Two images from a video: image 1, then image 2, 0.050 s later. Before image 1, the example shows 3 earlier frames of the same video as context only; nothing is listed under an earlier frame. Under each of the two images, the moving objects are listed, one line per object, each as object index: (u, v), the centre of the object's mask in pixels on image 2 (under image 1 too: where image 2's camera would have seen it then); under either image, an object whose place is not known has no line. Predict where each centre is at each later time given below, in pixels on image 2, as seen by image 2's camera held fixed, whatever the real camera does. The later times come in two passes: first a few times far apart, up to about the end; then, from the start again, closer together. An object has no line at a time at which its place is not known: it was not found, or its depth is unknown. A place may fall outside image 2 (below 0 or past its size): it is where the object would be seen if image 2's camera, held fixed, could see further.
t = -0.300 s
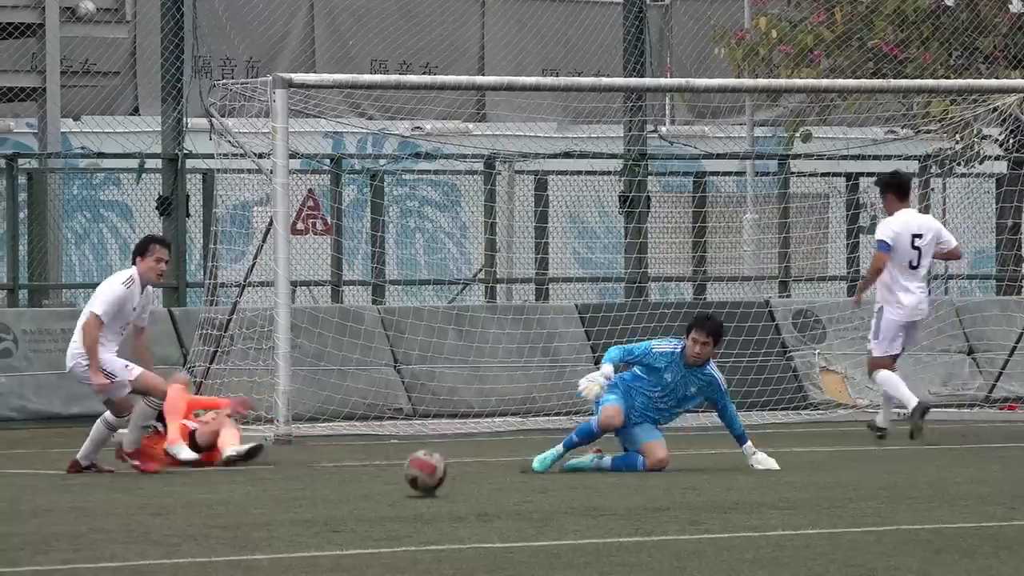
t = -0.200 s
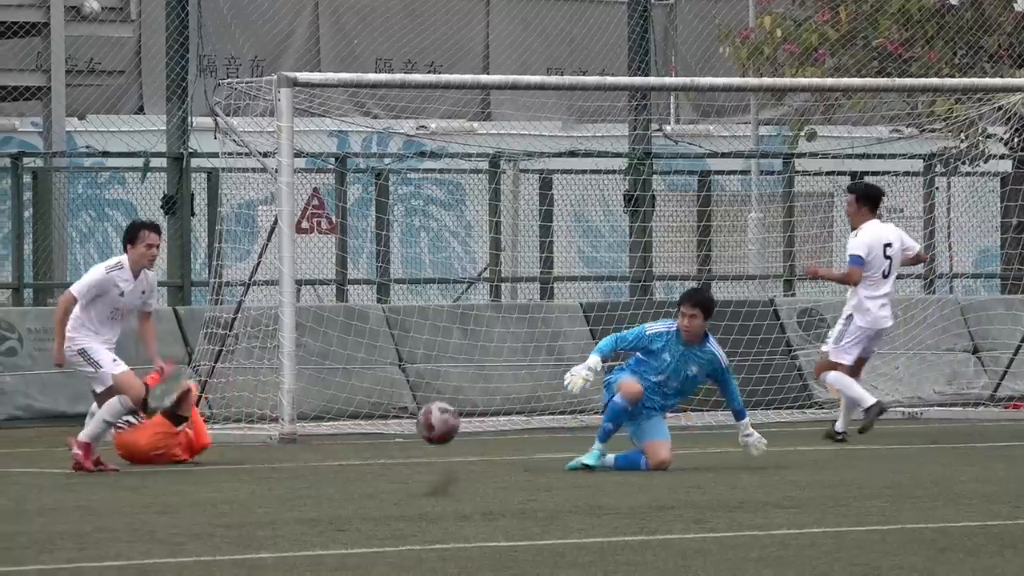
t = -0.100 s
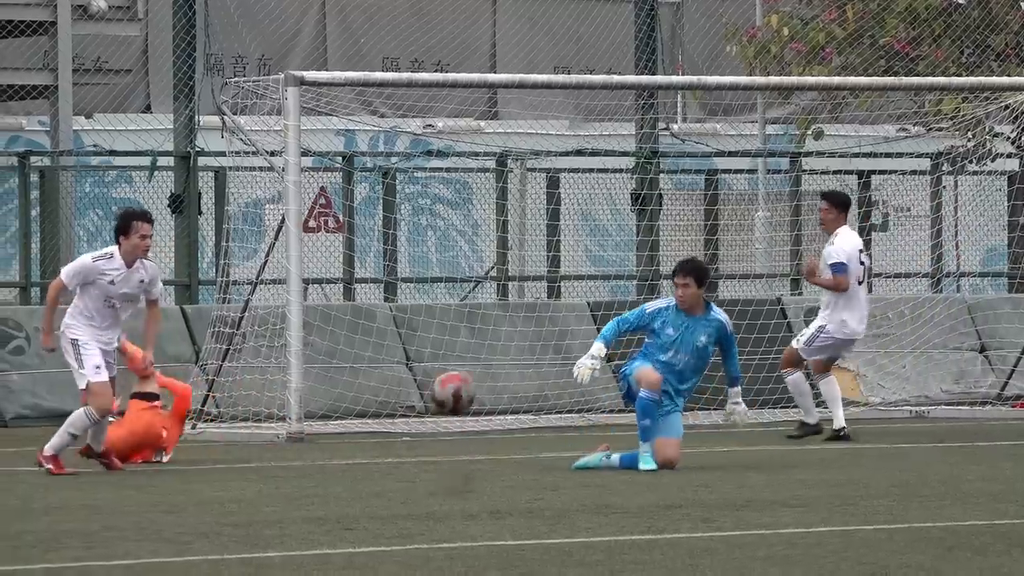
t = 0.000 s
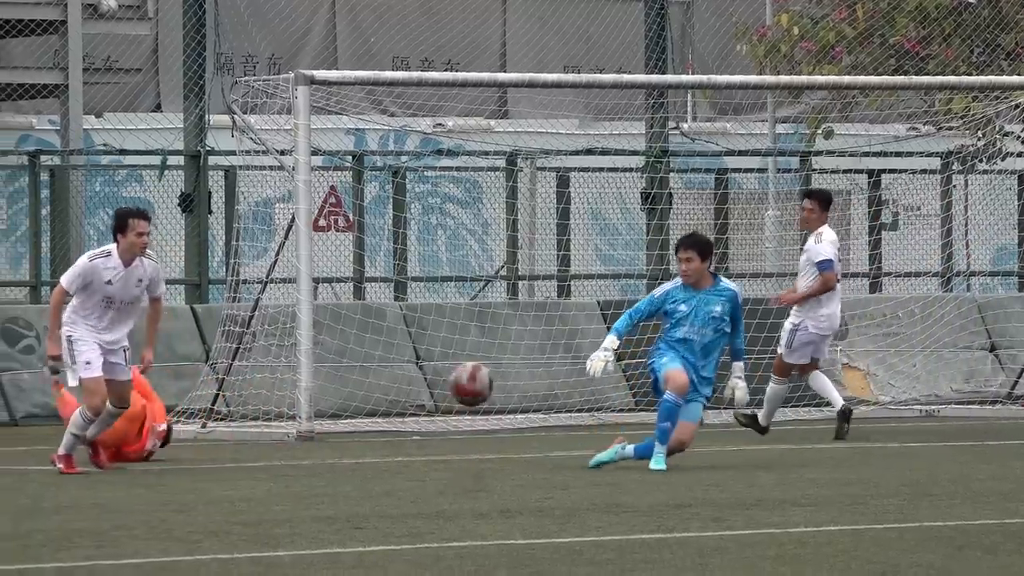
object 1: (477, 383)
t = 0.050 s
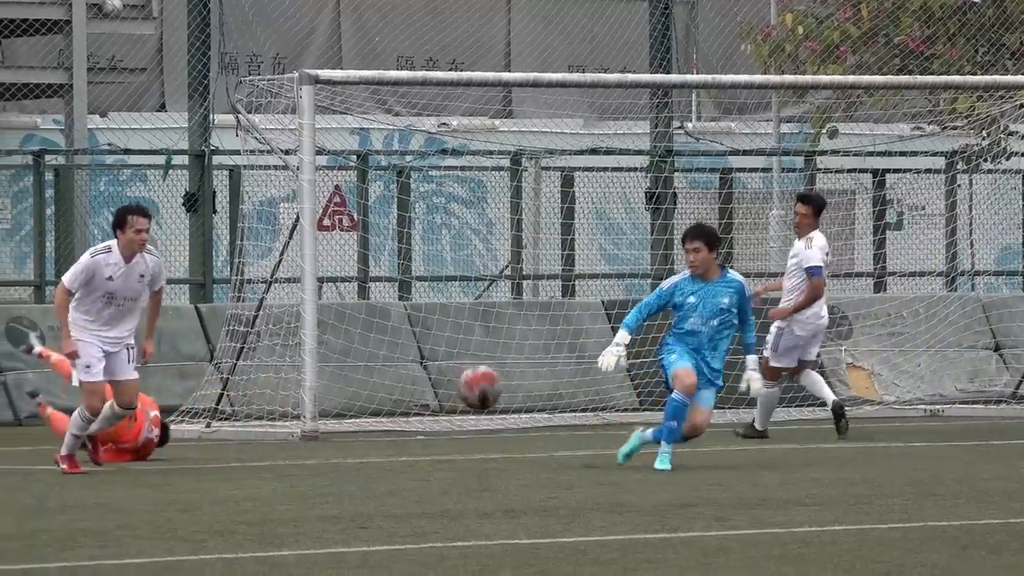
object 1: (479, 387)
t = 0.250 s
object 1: (494, 454)
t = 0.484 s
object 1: (498, 439)
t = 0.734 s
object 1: (494, 477)
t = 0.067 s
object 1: (479, 389)
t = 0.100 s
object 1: (483, 395)
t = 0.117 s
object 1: (484, 400)
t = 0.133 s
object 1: (485, 404)
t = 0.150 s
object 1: (486, 409)
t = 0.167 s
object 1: (488, 415)
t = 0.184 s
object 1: (489, 422)
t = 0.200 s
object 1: (490, 429)
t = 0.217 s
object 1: (492, 438)
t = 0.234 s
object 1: (493, 445)
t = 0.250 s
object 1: (494, 454)
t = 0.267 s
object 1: (495, 463)
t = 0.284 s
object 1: (497, 473)
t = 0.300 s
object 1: (499, 484)
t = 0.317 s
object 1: (499, 485)
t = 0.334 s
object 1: (499, 480)
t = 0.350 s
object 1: (498, 472)
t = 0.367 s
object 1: (498, 466)
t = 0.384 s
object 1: (498, 461)
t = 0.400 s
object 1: (498, 456)
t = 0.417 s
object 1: (498, 451)
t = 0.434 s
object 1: (497, 447)
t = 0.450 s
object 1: (498, 444)
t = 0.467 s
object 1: (498, 441)
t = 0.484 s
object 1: (498, 439)
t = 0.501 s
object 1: (498, 436)
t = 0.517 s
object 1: (498, 436)
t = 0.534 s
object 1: (498, 435)
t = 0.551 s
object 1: (498, 436)
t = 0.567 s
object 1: (498, 436)
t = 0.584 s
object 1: (498, 437)
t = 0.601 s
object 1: (497, 438)
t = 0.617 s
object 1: (497, 441)
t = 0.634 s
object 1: (498, 445)
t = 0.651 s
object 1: (497, 448)
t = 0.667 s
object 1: (497, 452)
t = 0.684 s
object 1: (496, 457)
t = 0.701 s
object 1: (496, 463)
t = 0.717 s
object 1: (495, 469)
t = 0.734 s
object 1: (494, 477)
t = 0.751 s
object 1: (493, 484)
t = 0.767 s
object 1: (493, 492)
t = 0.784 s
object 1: (492, 501)
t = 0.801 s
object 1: (491, 502)
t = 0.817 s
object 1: (491, 498)
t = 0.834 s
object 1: (490, 495)
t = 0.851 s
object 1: (490, 492)
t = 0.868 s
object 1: (489, 490)
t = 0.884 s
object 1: (488, 489)
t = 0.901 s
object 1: (487, 489)
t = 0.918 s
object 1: (487, 487)
